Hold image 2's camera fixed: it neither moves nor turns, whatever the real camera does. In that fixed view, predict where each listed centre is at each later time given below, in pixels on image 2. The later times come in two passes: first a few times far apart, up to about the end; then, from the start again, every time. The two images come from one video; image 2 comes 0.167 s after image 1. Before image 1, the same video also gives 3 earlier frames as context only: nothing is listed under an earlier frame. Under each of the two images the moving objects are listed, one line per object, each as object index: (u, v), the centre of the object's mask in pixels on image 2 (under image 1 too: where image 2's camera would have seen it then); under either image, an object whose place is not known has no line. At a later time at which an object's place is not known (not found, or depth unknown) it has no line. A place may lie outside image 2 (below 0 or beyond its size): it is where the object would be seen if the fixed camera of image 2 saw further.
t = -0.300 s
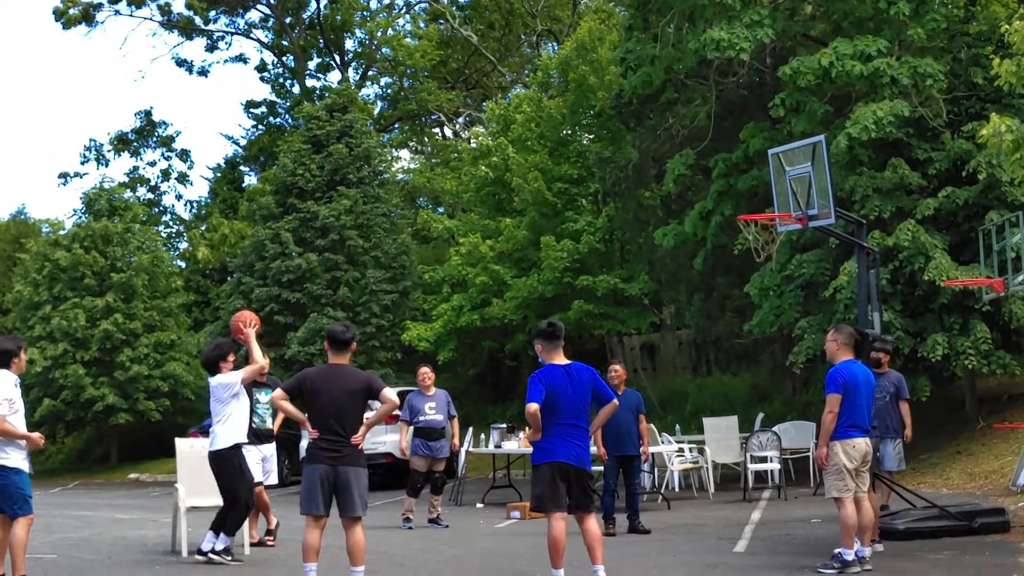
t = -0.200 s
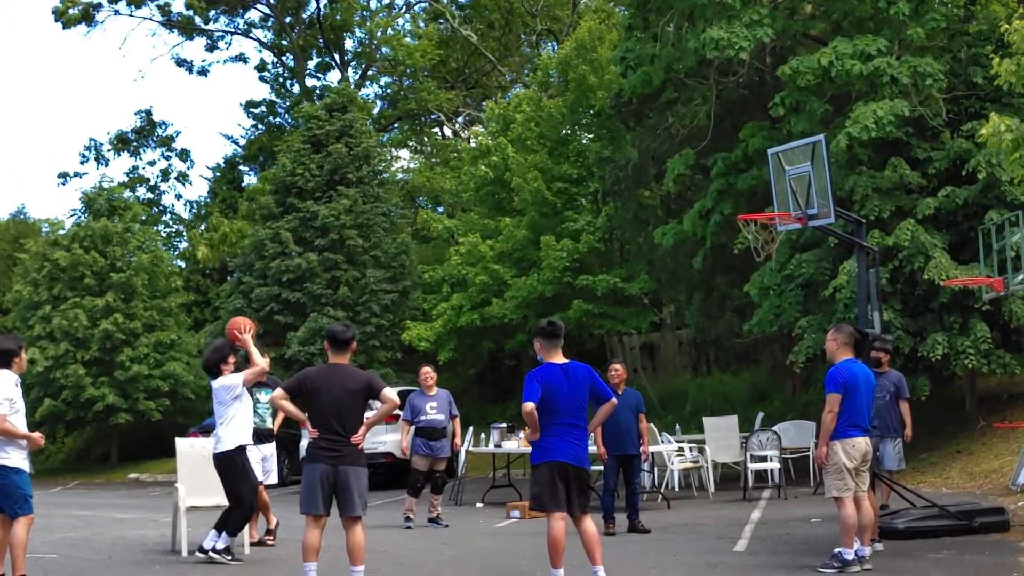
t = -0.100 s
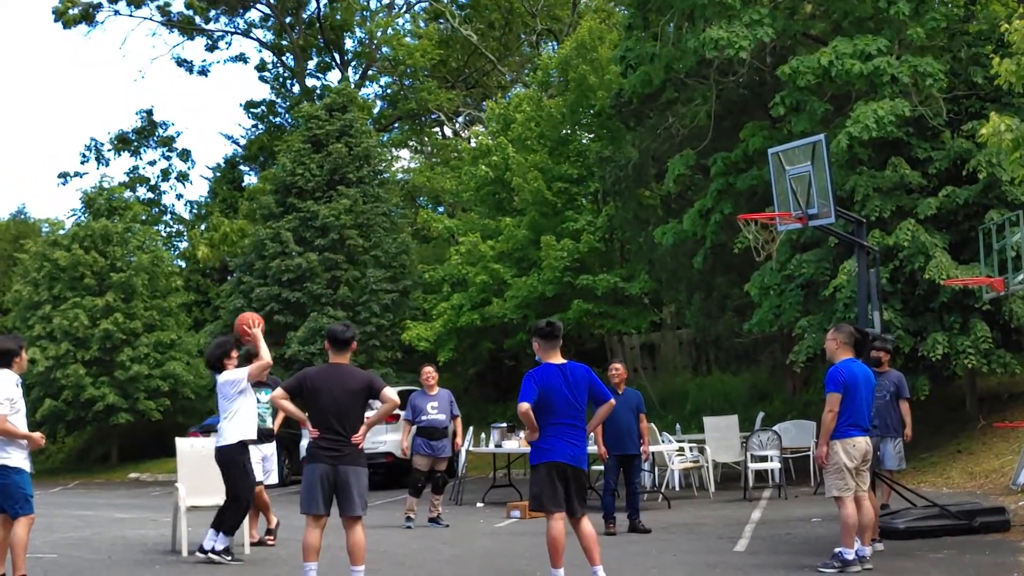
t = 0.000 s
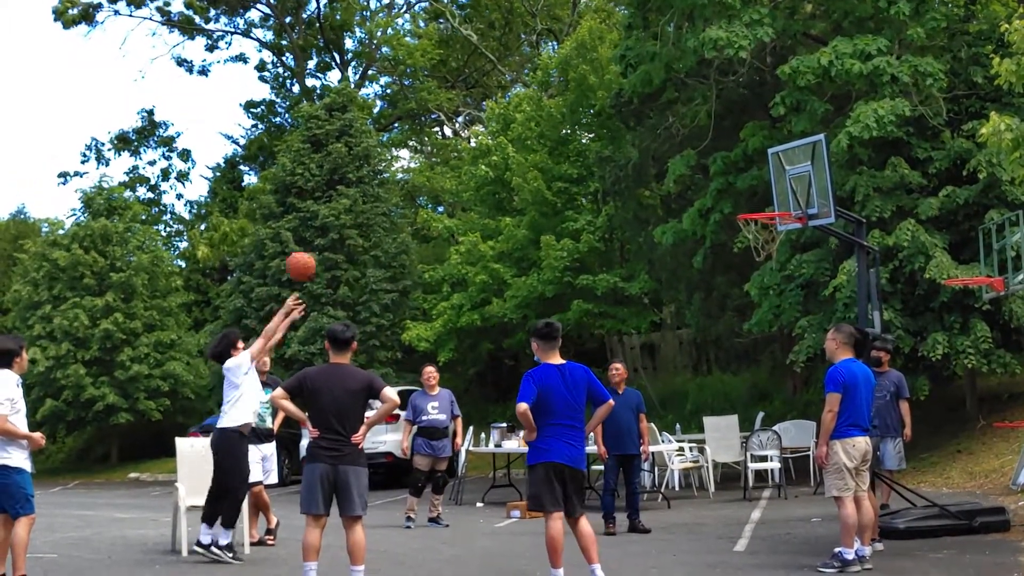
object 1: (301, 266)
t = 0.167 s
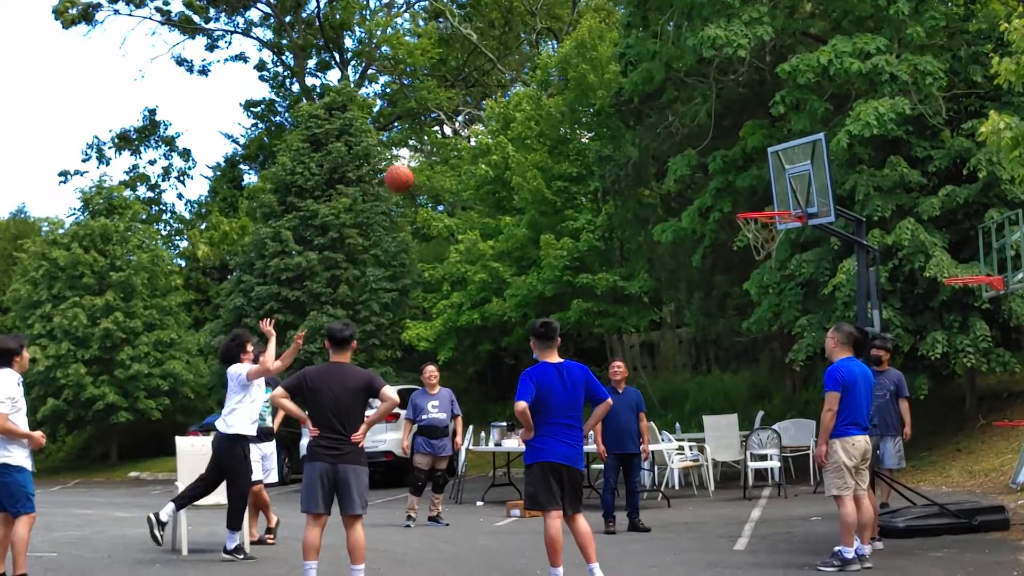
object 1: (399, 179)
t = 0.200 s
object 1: (418, 165)
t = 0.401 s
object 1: (529, 114)
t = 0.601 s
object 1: (636, 110)
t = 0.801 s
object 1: (739, 149)
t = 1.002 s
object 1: (744, 197)
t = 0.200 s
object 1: (418, 165)
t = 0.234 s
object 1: (437, 153)
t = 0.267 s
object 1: (456, 143)
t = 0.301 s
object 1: (474, 134)
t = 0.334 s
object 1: (493, 126)
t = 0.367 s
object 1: (511, 120)
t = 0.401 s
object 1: (529, 114)
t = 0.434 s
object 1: (548, 110)
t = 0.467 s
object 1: (566, 108)
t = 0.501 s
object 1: (583, 106)
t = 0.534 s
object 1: (601, 106)
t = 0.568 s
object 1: (619, 108)
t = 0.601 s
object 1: (636, 110)
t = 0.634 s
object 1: (653, 114)
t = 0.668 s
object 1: (671, 118)
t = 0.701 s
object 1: (687, 125)
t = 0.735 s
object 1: (705, 130)
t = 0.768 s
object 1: (722, 139)
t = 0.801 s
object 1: (739, 149)
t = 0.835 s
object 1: (755, 158)
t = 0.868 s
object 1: (772, 170)
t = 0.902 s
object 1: (769, 182)
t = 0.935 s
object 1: (762, 195)
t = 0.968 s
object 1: (753, 200)
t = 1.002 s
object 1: (744, 197)
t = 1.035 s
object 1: (734, 193)
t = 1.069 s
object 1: (726, 191)
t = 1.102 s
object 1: (716, 189)
